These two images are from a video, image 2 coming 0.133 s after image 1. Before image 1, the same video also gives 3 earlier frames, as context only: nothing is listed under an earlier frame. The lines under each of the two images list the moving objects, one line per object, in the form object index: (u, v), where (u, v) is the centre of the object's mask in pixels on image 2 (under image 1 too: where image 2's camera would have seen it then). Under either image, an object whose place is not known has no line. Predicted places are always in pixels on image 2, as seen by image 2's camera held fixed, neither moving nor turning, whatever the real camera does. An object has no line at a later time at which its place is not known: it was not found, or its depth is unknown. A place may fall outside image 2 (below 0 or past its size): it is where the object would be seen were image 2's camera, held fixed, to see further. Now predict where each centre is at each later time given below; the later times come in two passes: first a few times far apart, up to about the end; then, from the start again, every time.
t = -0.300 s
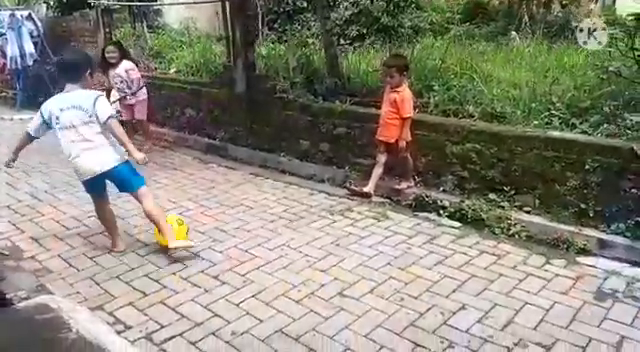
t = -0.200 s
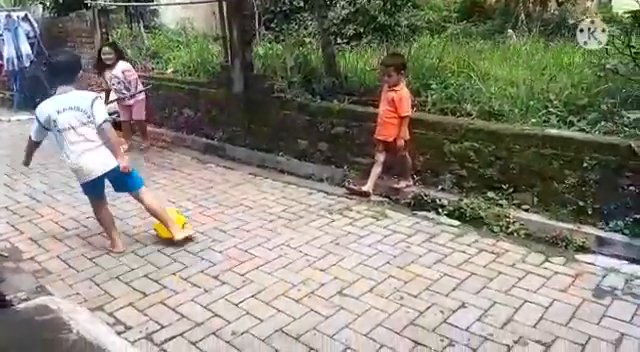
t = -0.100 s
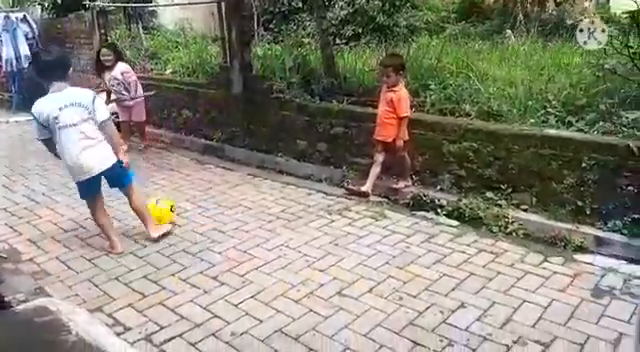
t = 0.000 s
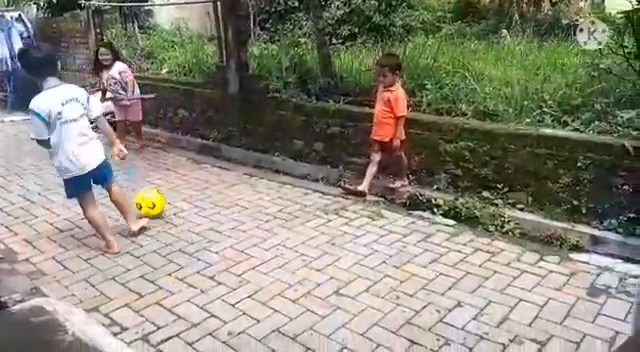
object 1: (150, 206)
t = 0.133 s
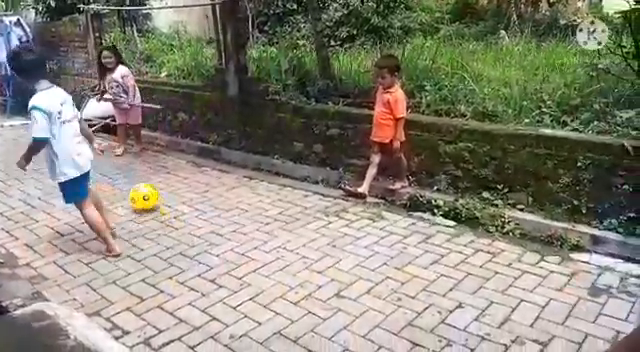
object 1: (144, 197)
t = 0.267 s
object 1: (140, 190)
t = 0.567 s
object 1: (129, 175)
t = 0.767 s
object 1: (123, 167)
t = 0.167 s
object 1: (143, 194)
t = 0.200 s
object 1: (142, 194)
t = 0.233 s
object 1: (141, 192)
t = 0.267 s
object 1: (140, 190)
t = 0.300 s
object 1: (139, 188)
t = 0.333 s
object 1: (138, 187)
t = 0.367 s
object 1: (136, 184)
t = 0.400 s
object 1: (136, 183)
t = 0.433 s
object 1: (135, 182)
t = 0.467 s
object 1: (133, 180)
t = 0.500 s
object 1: (132, 178)
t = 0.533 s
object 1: (131, 176)
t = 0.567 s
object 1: (129, 175)
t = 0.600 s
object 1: (128, 174)
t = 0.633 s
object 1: (127, 173)
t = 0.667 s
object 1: (126, 171)
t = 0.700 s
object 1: (125, 169)
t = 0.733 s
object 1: (124, 168)
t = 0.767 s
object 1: (123, 167)
